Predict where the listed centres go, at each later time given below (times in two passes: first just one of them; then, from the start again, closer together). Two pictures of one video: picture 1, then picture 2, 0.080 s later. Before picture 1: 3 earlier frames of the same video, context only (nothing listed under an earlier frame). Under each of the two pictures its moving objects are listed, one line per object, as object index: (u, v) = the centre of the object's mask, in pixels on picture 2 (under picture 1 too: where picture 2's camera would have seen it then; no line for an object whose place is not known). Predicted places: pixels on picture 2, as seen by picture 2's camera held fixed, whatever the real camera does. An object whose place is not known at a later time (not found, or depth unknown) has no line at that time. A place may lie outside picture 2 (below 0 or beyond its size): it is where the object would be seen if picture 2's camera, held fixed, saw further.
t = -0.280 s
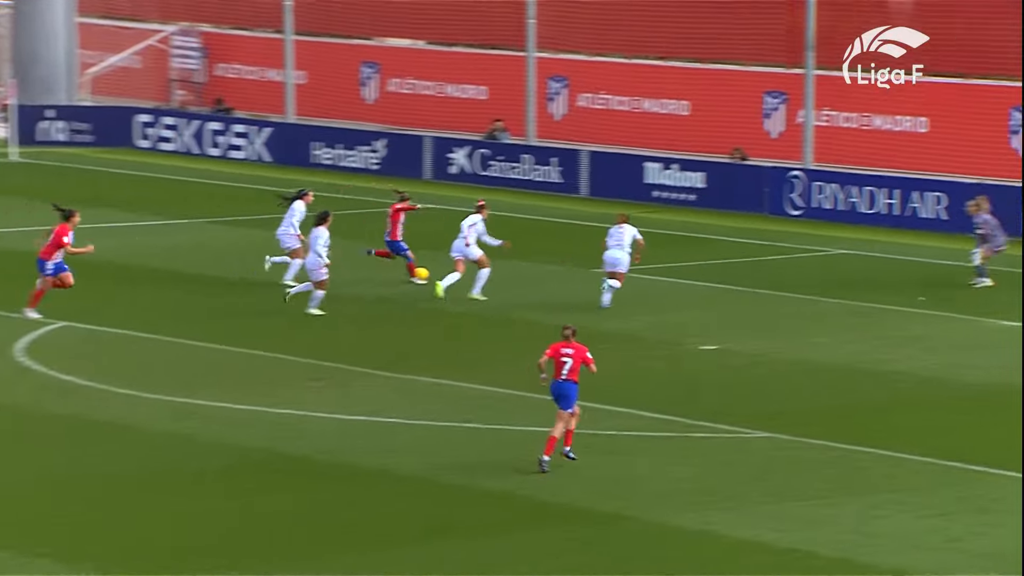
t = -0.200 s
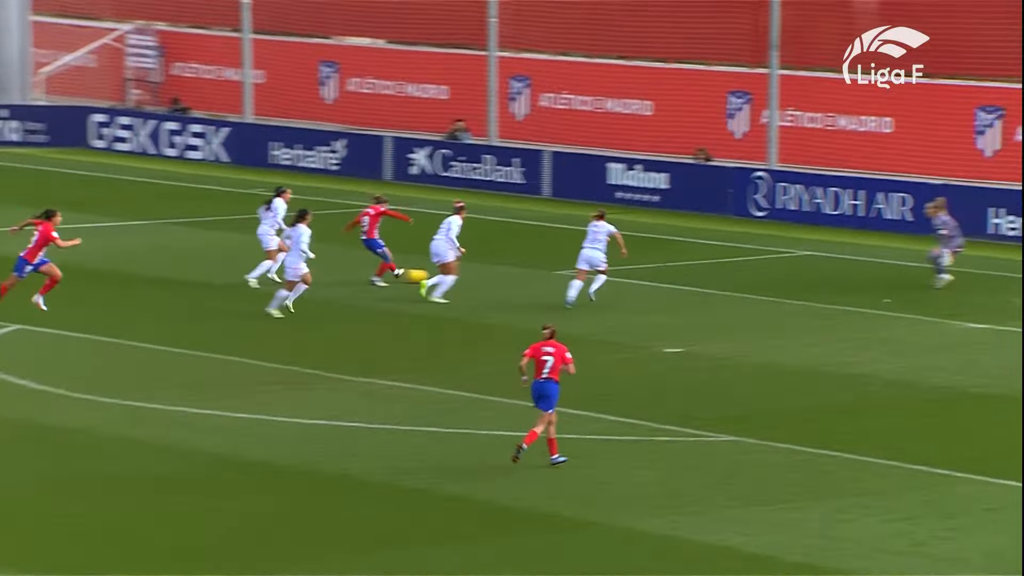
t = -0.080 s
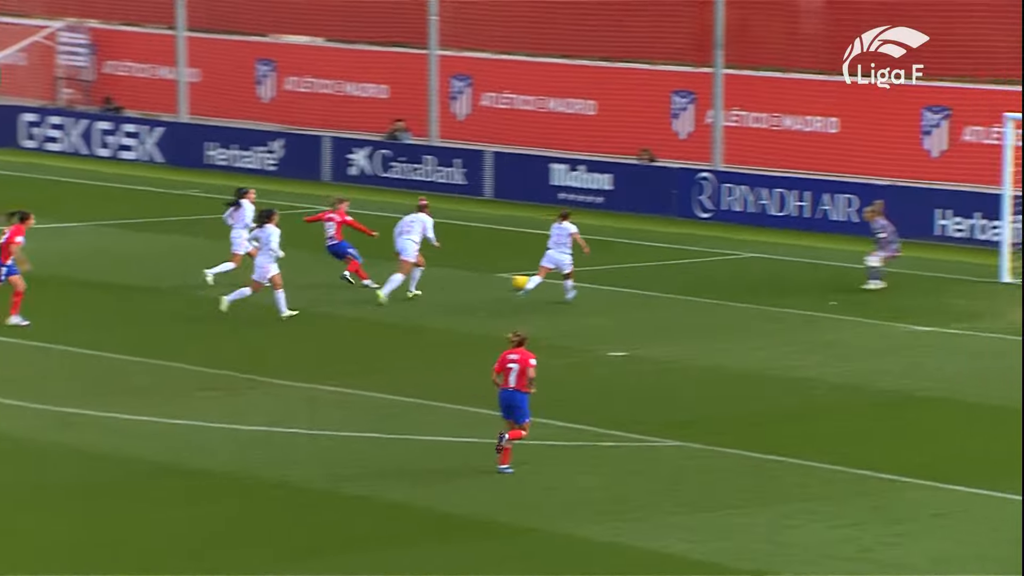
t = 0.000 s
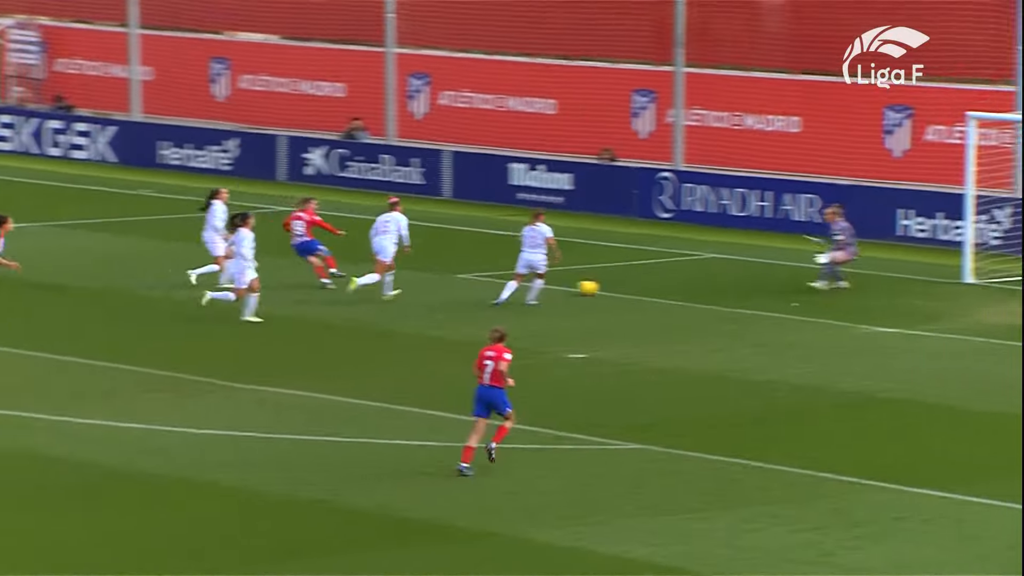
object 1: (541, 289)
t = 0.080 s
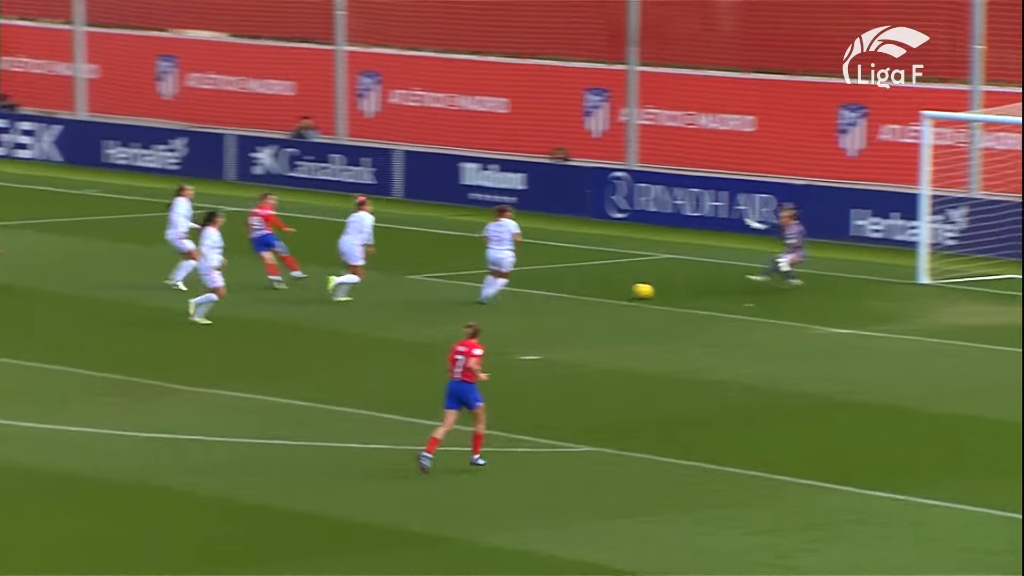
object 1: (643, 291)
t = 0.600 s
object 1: (1240, 309)
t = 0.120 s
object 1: (693, 294)
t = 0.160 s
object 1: (743, 296)
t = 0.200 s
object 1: (790, 296)
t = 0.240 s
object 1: (838, 297)
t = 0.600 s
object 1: (1240, 309)
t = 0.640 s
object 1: (1284, 311)
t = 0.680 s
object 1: (1327, 314)
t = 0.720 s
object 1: (1370, 318)
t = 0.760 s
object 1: (1394, 302)
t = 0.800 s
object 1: (1408, 280)
